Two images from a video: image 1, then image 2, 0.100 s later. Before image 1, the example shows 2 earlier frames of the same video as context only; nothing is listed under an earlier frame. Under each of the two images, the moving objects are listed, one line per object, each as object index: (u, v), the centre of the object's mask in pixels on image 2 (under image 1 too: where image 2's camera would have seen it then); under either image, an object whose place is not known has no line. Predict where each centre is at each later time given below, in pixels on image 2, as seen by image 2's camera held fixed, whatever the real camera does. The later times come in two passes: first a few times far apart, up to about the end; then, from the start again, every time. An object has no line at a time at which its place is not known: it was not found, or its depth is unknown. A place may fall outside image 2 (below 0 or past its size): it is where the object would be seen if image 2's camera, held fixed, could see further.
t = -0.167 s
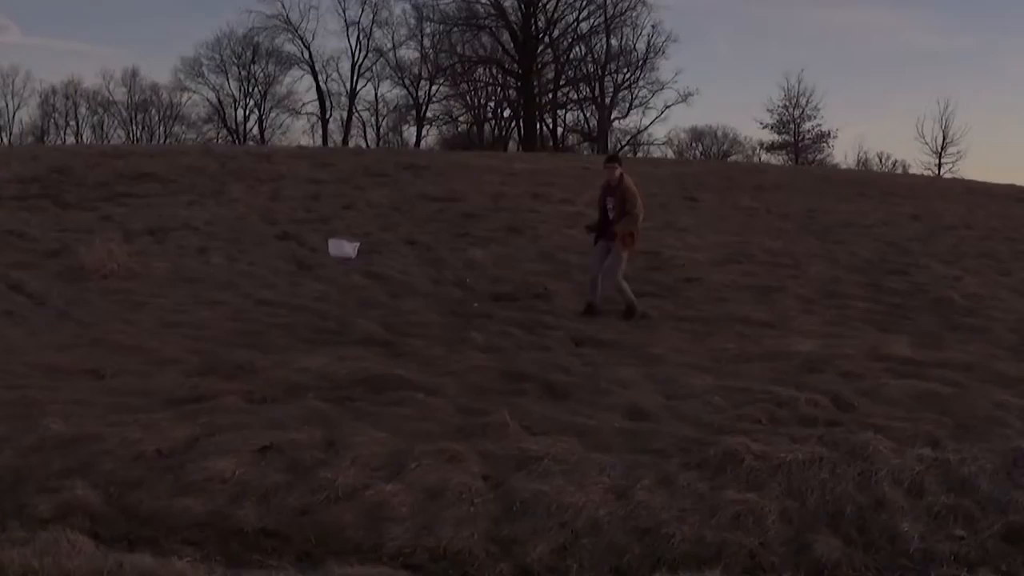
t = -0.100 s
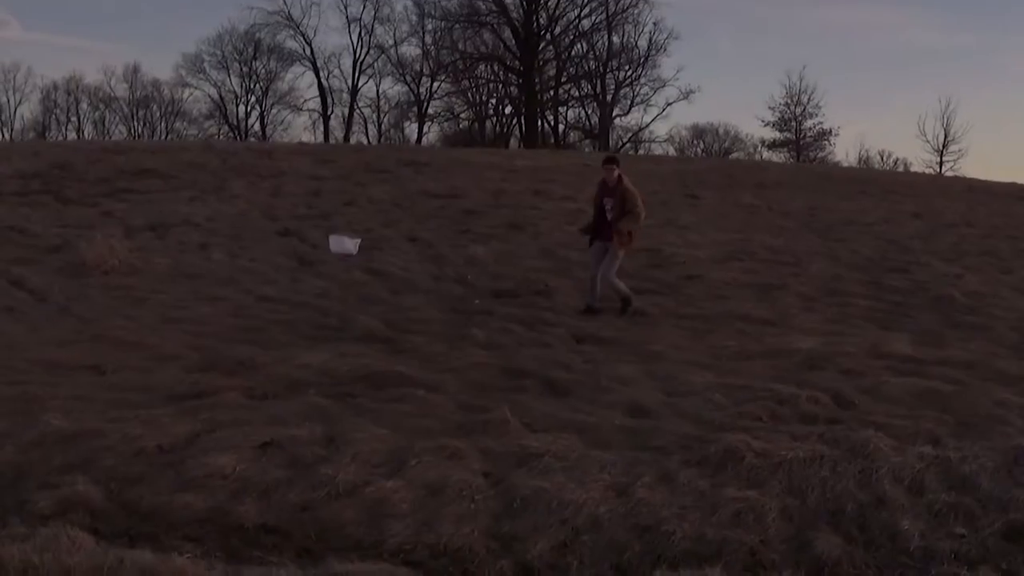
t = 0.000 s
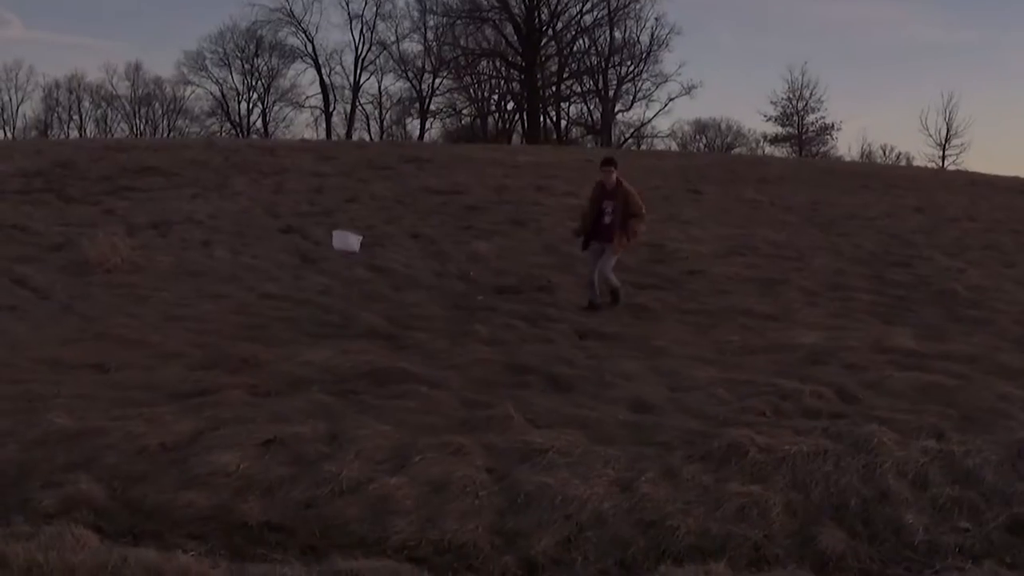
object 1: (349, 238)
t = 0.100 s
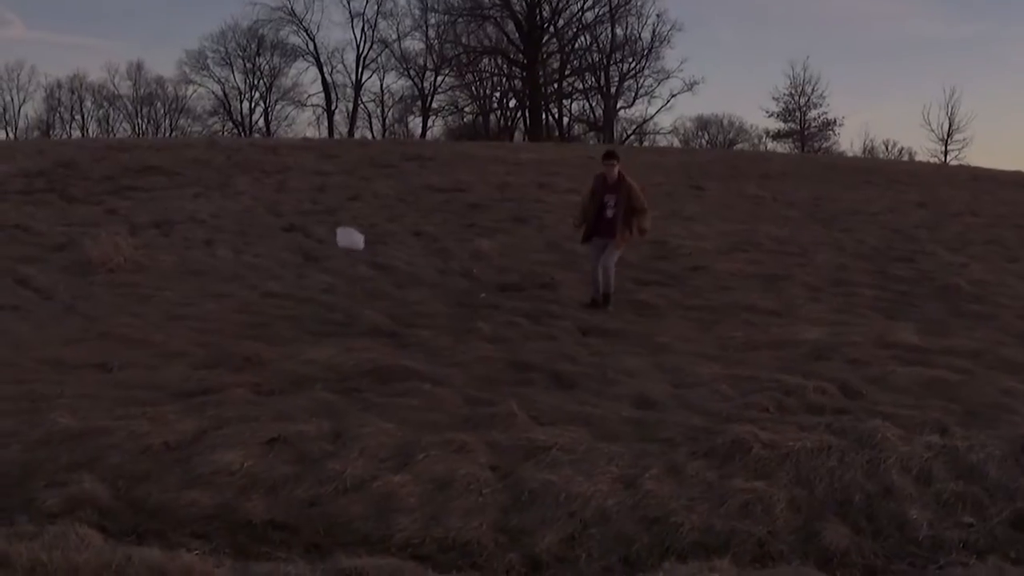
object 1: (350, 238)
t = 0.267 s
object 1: (358, 236)
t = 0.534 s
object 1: (361, 235)
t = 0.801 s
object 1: (352, 237)
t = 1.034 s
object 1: (346, 236)
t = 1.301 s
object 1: (343, 232)
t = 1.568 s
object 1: (341, 231)
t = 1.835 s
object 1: (339, 230)
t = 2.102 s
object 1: (338, 231)
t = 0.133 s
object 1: (351, 238)
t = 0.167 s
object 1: (353, 238)
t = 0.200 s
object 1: (354, 237)
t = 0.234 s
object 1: (357, 237)
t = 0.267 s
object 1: (358, 236)
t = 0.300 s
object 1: (359, 236)
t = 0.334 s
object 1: (360, 235)
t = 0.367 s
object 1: (360, 236)
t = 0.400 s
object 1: (361, 236)
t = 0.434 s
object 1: (361, 236)
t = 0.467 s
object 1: (361, 235)
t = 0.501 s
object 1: (361, 235)
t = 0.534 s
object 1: (361, 235)
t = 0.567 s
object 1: (361, 236)
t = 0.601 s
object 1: (360, 236)
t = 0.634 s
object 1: (359, 236)
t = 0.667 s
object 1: (358, 236)
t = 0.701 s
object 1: (357, 236)
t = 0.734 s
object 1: (355, 236)
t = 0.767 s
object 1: (354, 236)
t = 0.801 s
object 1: (352, 237)
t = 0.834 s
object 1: (351, 237)
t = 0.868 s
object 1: (350, 237)
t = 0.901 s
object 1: (350, 237)
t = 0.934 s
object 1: (349, 237)
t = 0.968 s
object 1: (348, 237)
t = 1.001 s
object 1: (347, 237)
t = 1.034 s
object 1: (346, 236)
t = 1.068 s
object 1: (345, 236)
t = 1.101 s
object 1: (346, 234)
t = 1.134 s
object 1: (343, 235)
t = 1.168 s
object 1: (343, 234)
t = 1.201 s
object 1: (342, 233)
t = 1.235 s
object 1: (342, 233)
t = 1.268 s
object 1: (343, 233)
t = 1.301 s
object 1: (343, 232)
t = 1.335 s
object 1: (343, 233)
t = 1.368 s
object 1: (343, 232)
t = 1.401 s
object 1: (343, 232)
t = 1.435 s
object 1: (343, 232)
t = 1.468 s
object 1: (343, 232)
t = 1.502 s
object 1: (342, 231)
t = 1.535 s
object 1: (342, 231)
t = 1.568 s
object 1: (341, 231)
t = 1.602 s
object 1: (341, 231)
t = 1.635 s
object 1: (340, 231)
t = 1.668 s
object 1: (340, 231)
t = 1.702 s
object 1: (340, 231)
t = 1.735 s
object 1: (340, 230)
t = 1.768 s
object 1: (339, 230)
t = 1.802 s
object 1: (339, 230)
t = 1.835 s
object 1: (339, 230)
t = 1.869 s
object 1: (338, 229)
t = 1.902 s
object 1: (337, 229)
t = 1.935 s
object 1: (336, 229)
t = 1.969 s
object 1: (336, 229)
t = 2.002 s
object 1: (336, 230)
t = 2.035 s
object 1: (337, 230)
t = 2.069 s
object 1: (337, 230)
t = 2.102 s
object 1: (338, 231)
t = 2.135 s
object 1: (339, 230)
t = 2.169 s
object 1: (338, 230)
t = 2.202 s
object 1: (338, 230)
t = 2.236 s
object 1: (338, 230)
